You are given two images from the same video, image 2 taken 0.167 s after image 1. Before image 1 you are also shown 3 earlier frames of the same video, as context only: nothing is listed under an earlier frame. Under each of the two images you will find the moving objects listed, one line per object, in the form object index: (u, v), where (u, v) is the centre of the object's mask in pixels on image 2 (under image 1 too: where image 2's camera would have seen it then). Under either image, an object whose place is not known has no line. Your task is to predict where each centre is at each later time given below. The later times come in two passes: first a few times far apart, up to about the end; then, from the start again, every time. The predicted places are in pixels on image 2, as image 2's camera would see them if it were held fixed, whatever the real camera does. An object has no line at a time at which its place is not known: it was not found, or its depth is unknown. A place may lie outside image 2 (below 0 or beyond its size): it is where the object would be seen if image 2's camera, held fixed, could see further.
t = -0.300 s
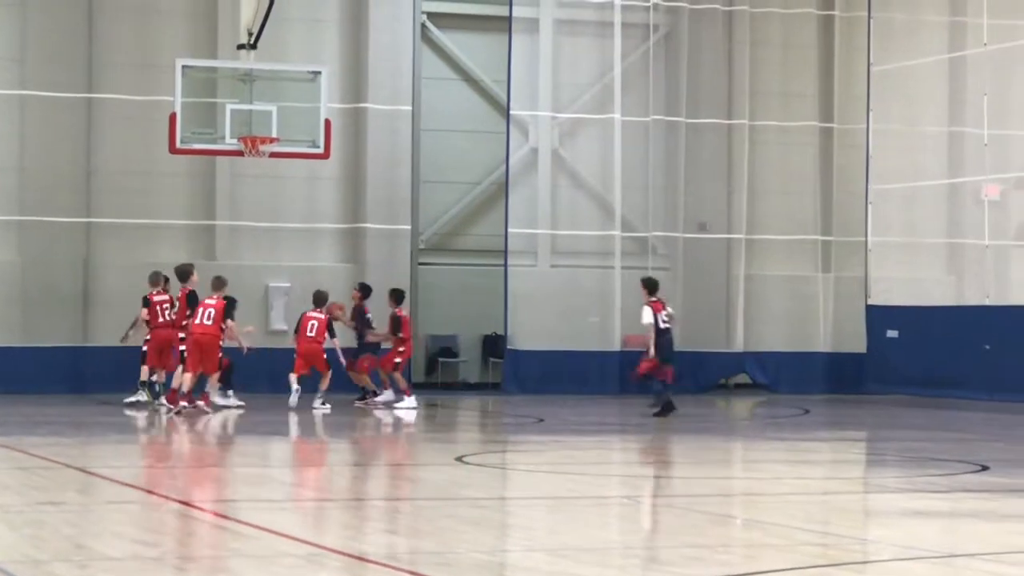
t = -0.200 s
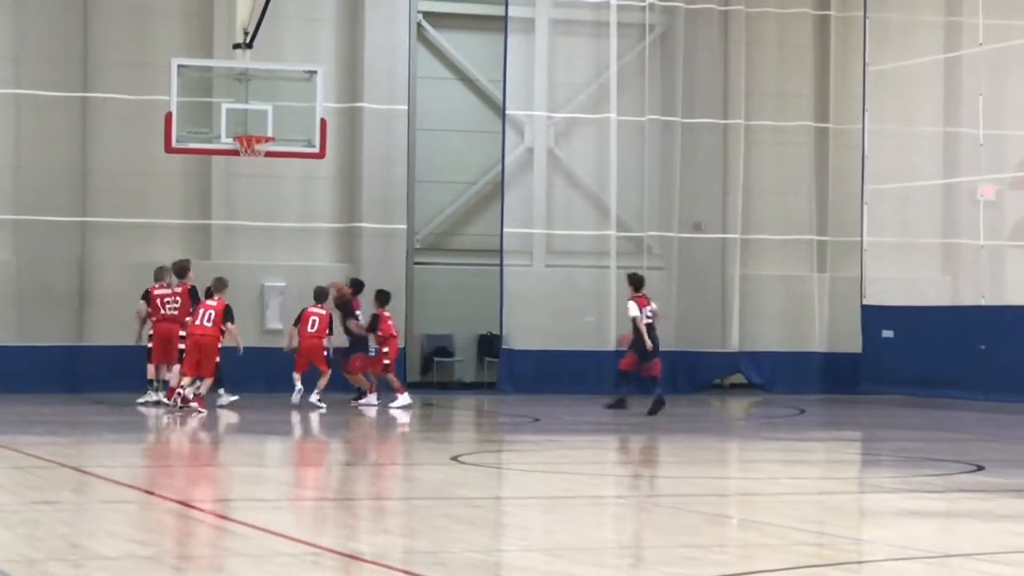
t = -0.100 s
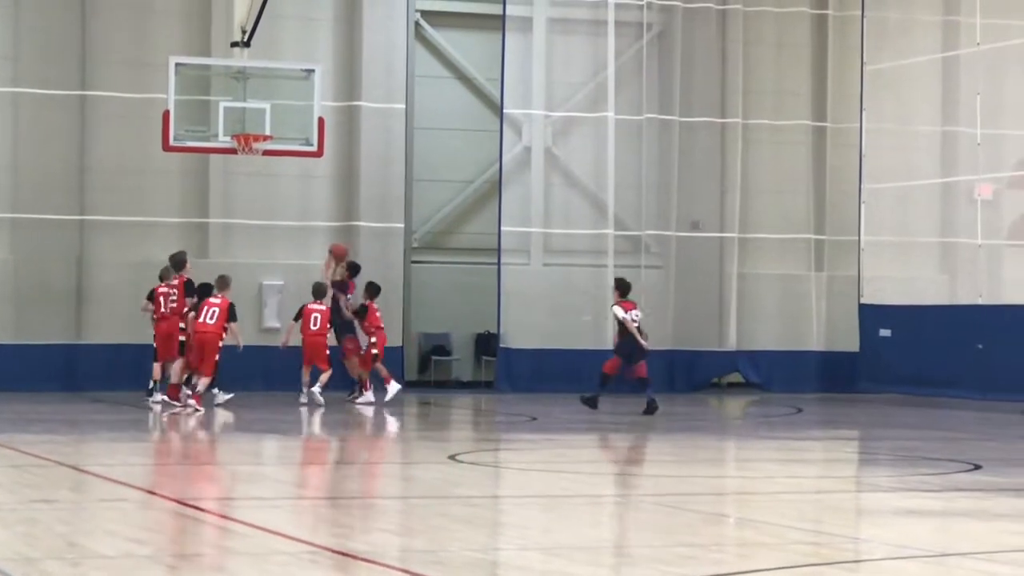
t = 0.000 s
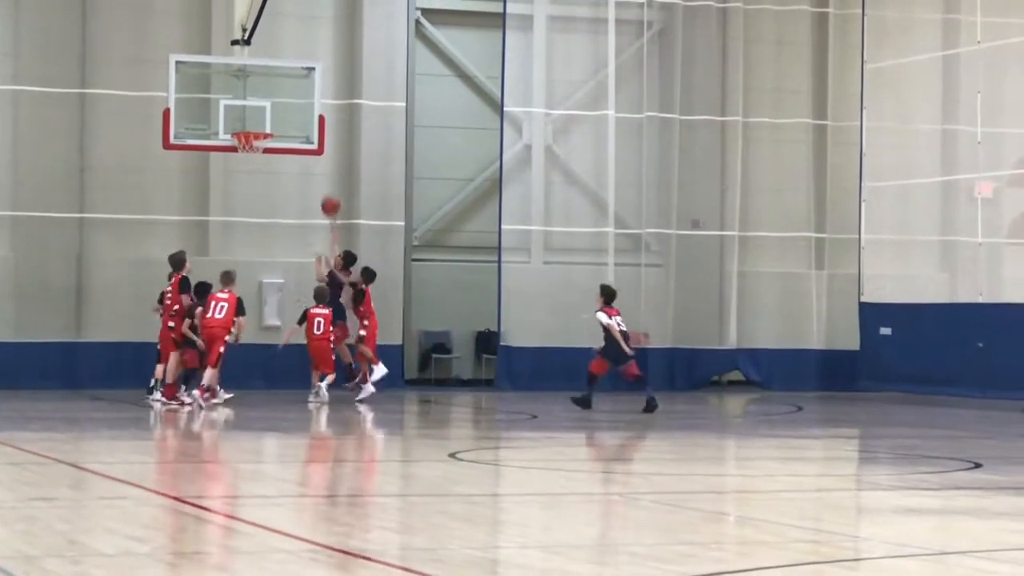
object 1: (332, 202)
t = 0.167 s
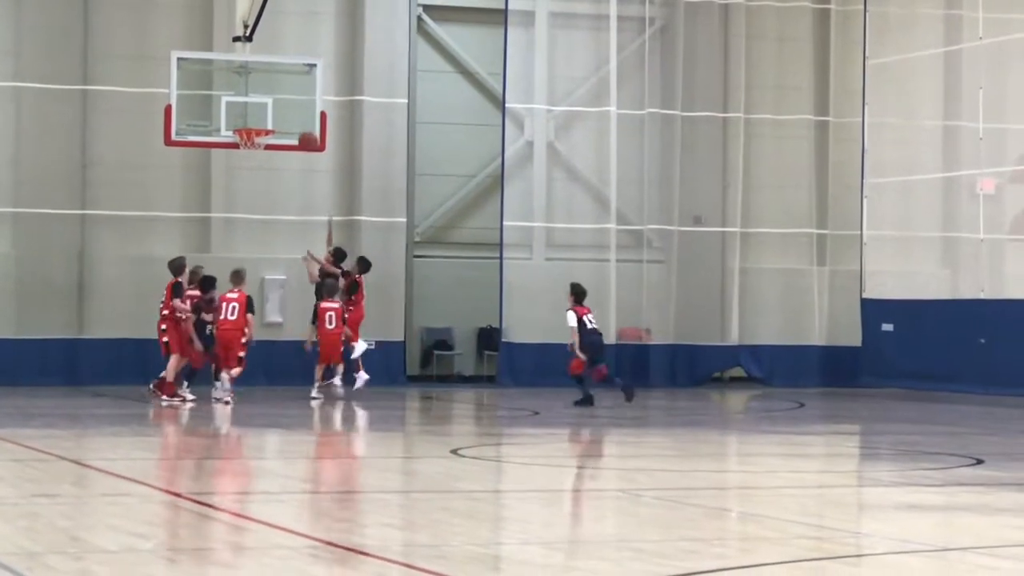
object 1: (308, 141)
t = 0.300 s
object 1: (289, 110)
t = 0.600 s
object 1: (256, 92)
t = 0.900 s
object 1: (259, 125)
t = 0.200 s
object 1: (303, 132)
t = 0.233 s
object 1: (297, 123)
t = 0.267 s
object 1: (293, 116)
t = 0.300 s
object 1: (289, 110)
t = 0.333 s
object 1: (284, 104)
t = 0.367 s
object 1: (279, 99)
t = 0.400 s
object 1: (274, 95)
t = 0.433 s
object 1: (269, 92)
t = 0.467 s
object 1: (265, 91)
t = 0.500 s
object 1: (263, 90)
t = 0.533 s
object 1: (261, 90)
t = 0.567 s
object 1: (258, 91)
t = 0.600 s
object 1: (256, 92)
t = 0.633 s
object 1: (254, 95)
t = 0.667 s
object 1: (251, 99)
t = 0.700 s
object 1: (249, 104)
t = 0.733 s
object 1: (247, 109)
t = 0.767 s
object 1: (244, 116)
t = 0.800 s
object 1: (241, 123)
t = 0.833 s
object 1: (245, 124)
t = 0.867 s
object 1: (253, 125)
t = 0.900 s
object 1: (259, 125)
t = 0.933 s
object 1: (261, 127)
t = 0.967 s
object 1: (259, 126)
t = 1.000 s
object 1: (257, 126)
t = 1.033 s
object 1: (256, 126)
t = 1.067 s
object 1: (254, 127)
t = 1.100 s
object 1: (253, 128)
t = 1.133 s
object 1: (251, 127)
